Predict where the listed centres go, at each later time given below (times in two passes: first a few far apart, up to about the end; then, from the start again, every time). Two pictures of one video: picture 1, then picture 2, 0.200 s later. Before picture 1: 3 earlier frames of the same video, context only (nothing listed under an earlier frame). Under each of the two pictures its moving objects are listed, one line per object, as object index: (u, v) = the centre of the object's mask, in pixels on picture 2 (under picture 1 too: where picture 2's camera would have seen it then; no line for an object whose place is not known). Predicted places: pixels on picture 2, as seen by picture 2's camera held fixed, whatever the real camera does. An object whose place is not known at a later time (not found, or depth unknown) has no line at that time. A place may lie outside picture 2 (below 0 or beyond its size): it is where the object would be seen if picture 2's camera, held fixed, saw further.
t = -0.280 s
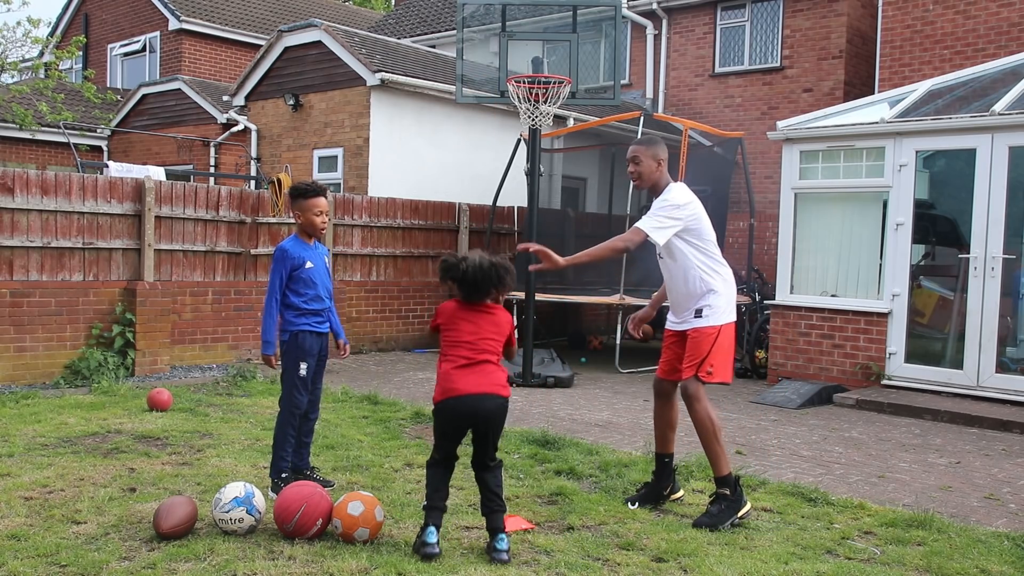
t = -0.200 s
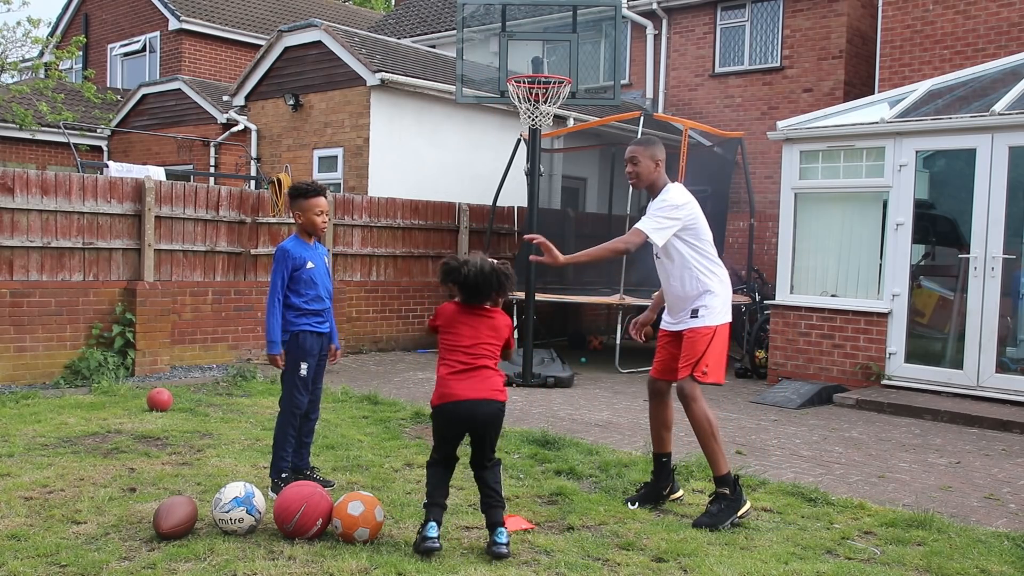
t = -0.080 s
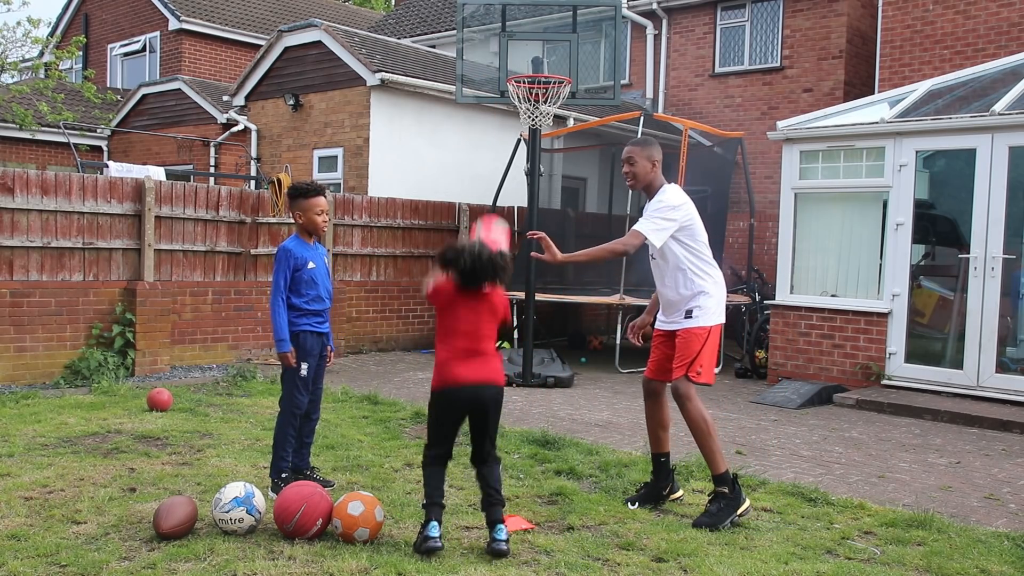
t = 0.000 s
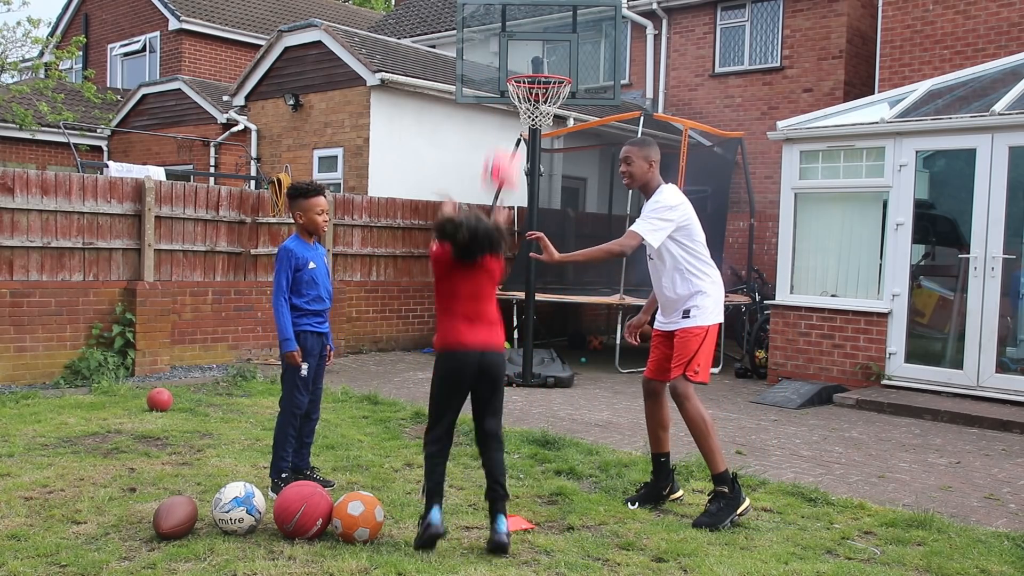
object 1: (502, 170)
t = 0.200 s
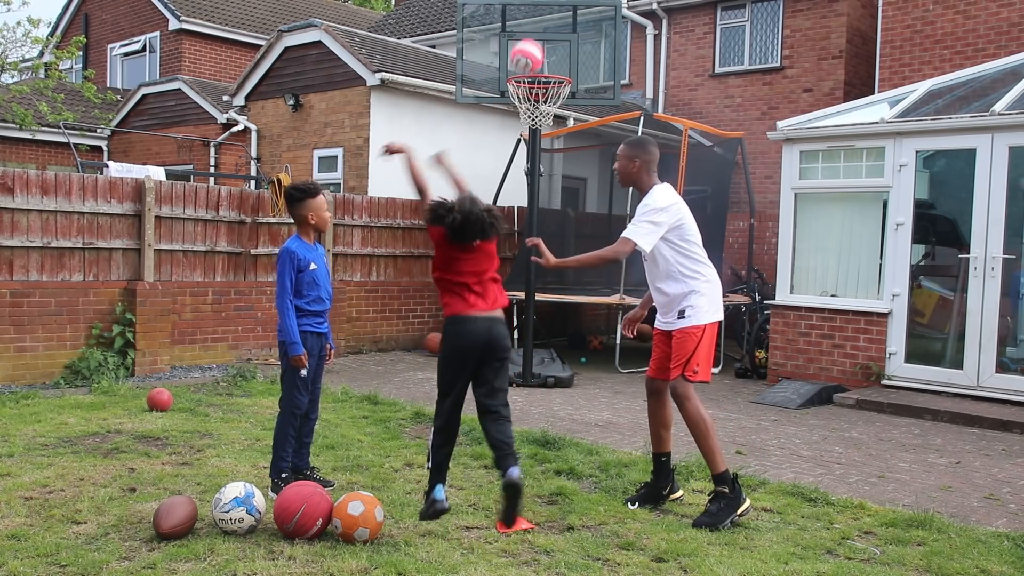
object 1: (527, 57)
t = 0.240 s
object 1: (531, 47)
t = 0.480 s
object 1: (545, 48)
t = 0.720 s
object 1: (554, 124)
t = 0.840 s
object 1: (557, 181)
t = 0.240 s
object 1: (531, 47)
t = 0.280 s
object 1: (533, 41)
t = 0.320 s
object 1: (536, 38)
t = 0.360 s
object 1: (539, 37)
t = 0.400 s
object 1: (540, 38)
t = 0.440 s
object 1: (543, 42)
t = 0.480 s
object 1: (545, 48)
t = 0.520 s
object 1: (547, 55)
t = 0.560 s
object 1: (549, 64)
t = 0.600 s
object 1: (550, 77)
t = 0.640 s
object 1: (552, 91)
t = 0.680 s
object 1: (553, 107)
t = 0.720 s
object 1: (554, 124)
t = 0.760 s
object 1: (555, 142)
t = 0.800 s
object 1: (556, 161)
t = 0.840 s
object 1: (557, 181)
